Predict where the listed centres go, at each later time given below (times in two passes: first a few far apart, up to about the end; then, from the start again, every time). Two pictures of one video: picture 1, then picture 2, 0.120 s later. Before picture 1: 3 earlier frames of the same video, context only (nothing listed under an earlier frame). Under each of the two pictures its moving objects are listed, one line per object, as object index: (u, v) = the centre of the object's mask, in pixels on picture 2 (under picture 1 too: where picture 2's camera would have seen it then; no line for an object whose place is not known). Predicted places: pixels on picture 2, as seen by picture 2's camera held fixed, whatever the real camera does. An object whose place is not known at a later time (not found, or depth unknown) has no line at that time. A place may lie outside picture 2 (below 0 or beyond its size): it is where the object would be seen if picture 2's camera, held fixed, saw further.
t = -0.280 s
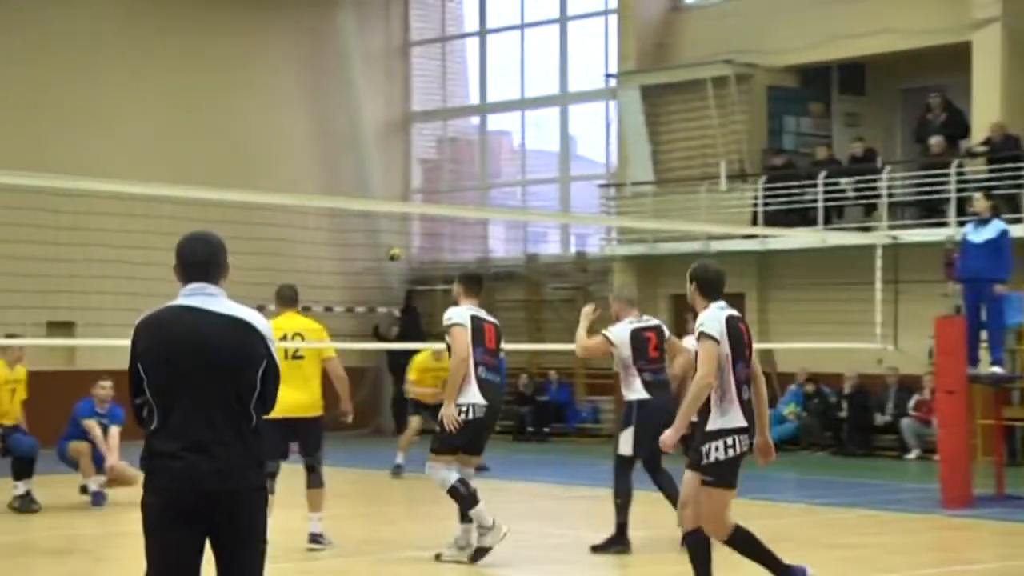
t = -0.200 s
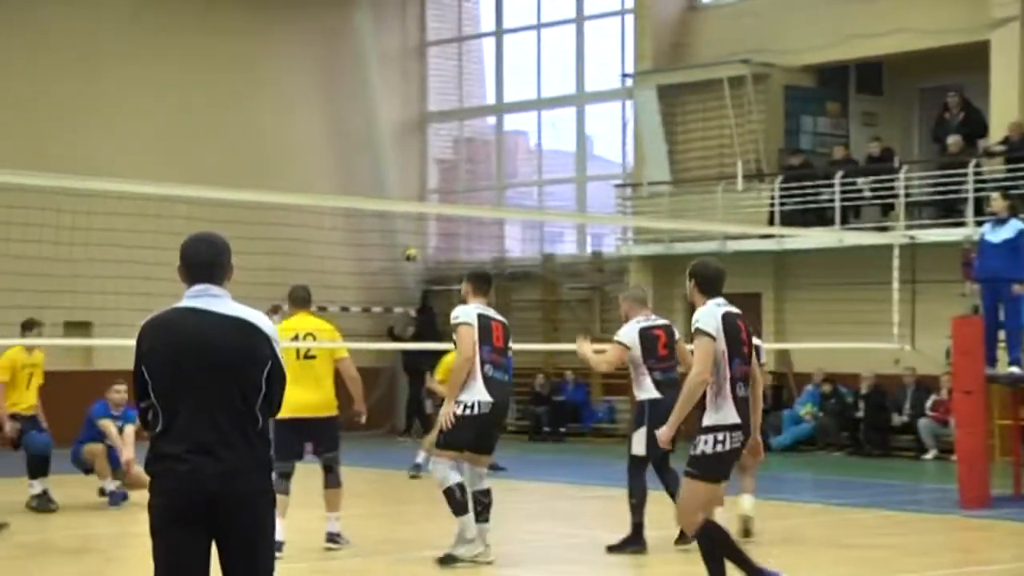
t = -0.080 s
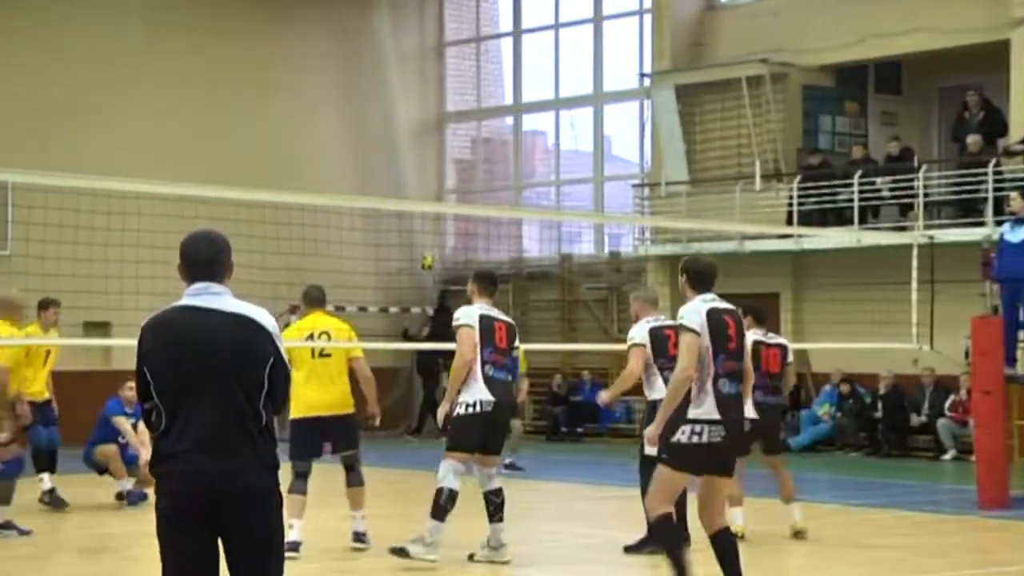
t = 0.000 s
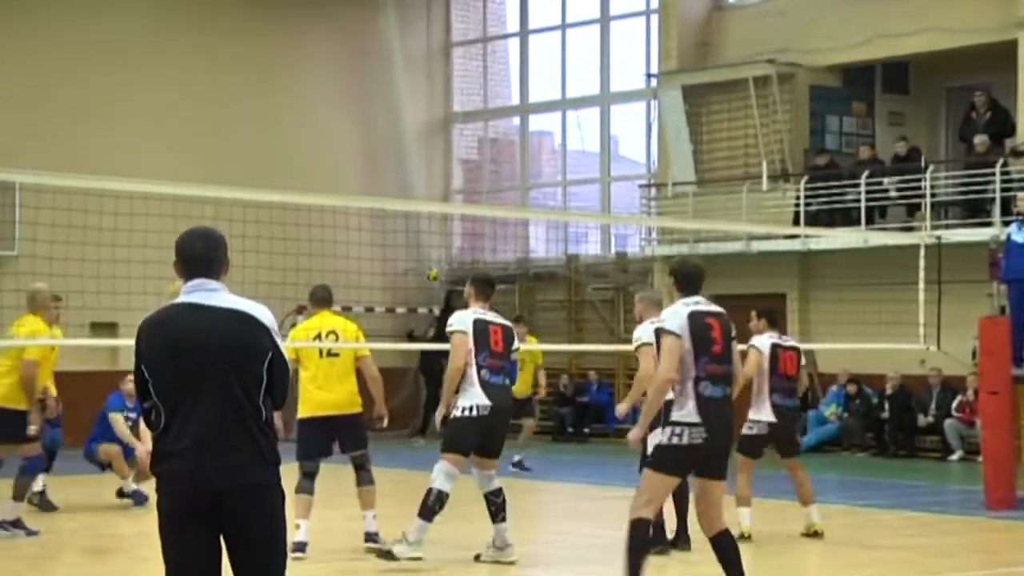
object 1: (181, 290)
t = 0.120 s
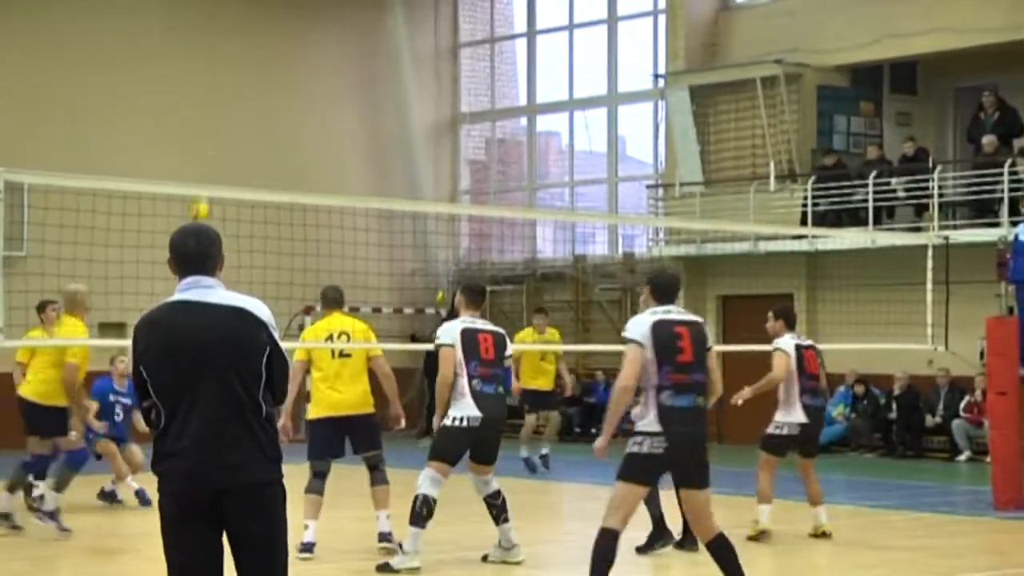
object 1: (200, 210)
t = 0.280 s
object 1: (216, 127)
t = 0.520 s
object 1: (240, 53)
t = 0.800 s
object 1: (269, 50)
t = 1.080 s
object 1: (294, 137)
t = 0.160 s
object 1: (204, 179)
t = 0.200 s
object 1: (207, 166)
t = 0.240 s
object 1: (211, 146)
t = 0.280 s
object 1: (216, 127)
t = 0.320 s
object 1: (220, 110)
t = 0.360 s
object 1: (223, 95)
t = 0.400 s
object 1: (227, 83)
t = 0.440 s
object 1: (232, 72)
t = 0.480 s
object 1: (236, 62)
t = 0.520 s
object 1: (240, 53)
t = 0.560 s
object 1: (245, 47)
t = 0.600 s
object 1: (248, 44)
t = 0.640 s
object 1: (251, 41)
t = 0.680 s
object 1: (256, 41)
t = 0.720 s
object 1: (260, 42)
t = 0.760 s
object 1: (264, 45)
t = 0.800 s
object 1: (269, 50)
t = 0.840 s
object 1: (272, 57)
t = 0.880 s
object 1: (275, 65)
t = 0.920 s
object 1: (280, 75)
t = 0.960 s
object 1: (284, 89)
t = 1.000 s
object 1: (288, 103)
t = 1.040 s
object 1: (291, 119)
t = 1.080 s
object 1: (294, 137)
